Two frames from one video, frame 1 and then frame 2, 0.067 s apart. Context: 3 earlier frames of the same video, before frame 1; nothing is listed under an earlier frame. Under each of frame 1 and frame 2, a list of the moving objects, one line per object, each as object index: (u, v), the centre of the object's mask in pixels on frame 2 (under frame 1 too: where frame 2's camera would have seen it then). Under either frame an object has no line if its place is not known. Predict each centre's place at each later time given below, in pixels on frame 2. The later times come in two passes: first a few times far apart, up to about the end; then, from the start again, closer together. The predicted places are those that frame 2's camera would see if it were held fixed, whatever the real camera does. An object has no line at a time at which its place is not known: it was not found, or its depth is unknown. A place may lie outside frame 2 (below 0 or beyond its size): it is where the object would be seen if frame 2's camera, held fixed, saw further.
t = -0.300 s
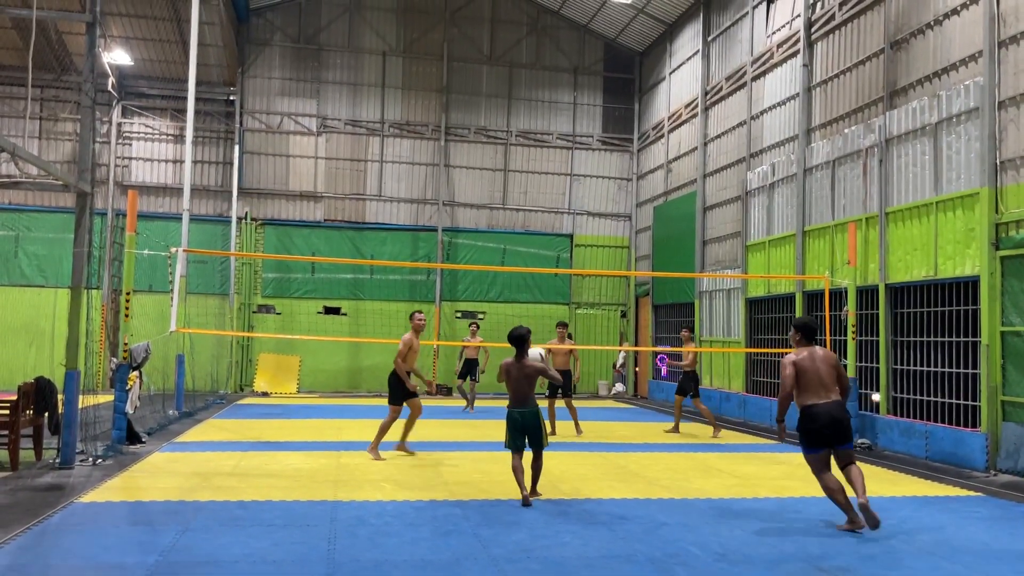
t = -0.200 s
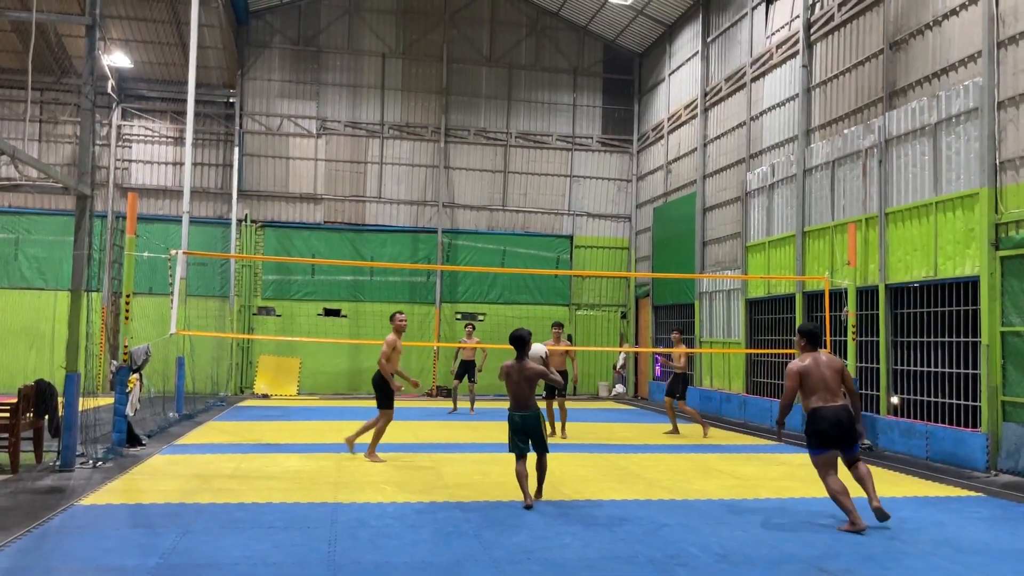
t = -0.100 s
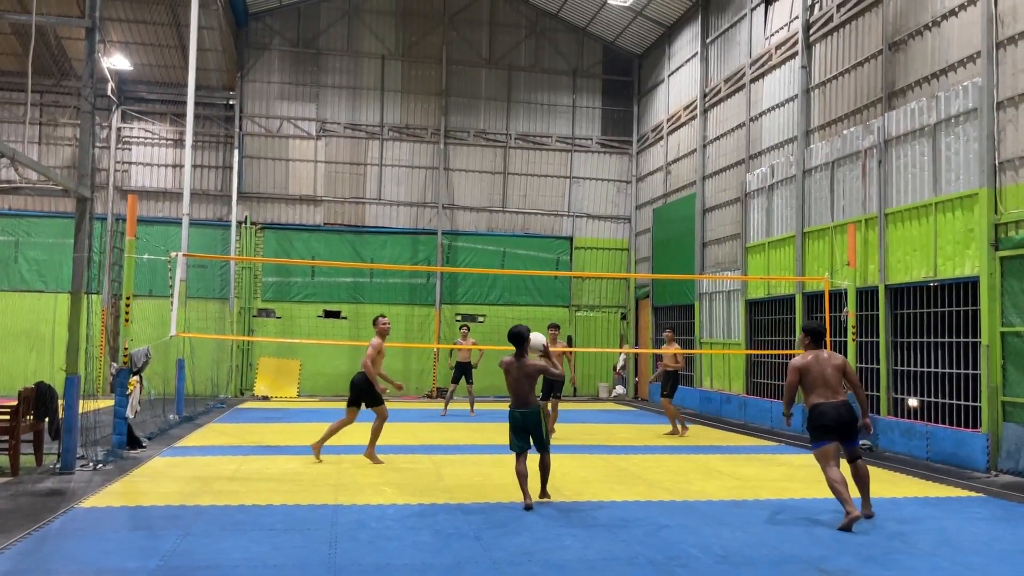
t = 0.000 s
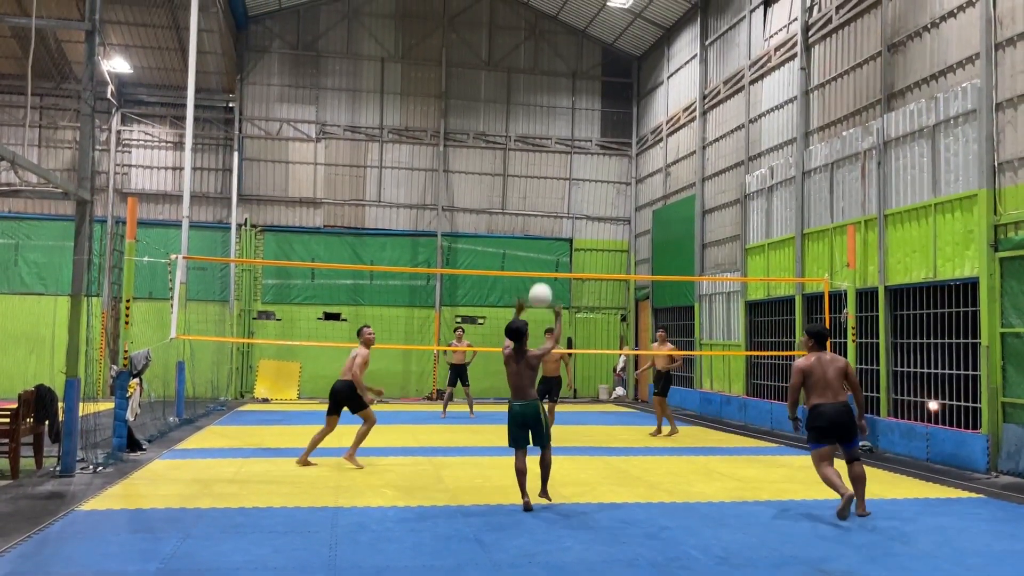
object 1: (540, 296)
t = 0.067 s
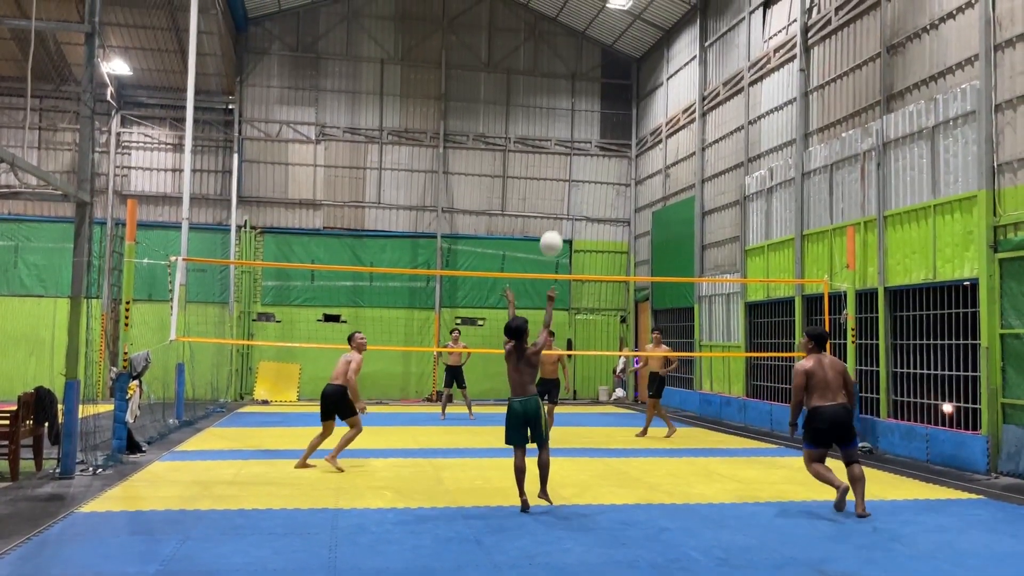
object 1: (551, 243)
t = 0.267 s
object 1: (582, 123)
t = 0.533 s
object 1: (615, 43)
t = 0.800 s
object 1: (642, 34)
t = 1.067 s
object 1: (665, 83)
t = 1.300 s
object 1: (681, 165)
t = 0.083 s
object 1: (554, 231)
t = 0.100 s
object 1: (557, 218)
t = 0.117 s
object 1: (559, 207)
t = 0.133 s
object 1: (562, 196)
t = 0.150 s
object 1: (564, 186)
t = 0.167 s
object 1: (567, 176)
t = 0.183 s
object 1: (570, 166)
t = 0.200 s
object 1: (572, 156)
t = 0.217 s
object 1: (574, 148)
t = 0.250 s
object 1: (580, 131)
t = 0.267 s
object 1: (582, 123)
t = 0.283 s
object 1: (584, 115)
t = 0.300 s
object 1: (586, 108)
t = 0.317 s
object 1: (588, 102)
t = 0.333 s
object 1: (590, 95)
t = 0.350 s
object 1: (593, 89)
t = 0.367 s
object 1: (595, 83)
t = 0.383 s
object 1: (597, 78)
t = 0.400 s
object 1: (599, 73)
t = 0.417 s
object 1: (601, 68)
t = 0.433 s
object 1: (603, 64)
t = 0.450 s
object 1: (605, 60)
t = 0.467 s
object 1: (607, 56)
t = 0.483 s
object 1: (609, 52)
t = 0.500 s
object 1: (611, 49)
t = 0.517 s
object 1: (613, 46)
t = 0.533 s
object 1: (615, 43)
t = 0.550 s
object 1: (617, 41)
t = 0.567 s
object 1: (619, 38)
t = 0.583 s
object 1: (620, 36)
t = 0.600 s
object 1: (622, 35)
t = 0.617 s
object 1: (624, 33)
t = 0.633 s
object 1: (626, 32)
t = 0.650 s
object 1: (627, 31)
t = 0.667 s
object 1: (629, 31)
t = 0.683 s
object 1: (631, 30)
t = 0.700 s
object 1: (633, 30)
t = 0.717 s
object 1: (634, 30)
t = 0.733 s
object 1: (636, 31)
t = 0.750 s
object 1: (637, 31)
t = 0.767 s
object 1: (639, 32)
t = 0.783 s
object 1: (641, 33)
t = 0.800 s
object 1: (642, 34)
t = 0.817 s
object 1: (644, 36)
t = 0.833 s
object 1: (645, 38)
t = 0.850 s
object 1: (647, 40)
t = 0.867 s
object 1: (648, 42)
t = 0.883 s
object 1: (650, 44)
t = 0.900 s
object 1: (651, 47)
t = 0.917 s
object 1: (653, 50)
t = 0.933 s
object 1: (654, 52)
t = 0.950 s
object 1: (655, 55)
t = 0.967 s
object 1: (657, 59)
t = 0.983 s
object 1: (658, 63)
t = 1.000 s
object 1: (659, 66)
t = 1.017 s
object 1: (661, 70)
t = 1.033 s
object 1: (662, 74)
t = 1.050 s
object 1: (663, 79)
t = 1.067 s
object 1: (665, 83)
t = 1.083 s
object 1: (665, 88)
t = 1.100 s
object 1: (667, 93)
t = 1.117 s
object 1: (668, 98)
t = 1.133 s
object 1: (669, 103)
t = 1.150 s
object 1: (670, 110)
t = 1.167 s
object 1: (672, 115)
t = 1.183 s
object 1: (673, 120)
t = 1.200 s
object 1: (675, 127)
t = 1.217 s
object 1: (675, 133)
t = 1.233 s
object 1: (677, 139)
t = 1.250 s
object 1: (678, 145)
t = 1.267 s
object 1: (679, 153)
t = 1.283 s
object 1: (680, 159)
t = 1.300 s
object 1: (681, 165)
